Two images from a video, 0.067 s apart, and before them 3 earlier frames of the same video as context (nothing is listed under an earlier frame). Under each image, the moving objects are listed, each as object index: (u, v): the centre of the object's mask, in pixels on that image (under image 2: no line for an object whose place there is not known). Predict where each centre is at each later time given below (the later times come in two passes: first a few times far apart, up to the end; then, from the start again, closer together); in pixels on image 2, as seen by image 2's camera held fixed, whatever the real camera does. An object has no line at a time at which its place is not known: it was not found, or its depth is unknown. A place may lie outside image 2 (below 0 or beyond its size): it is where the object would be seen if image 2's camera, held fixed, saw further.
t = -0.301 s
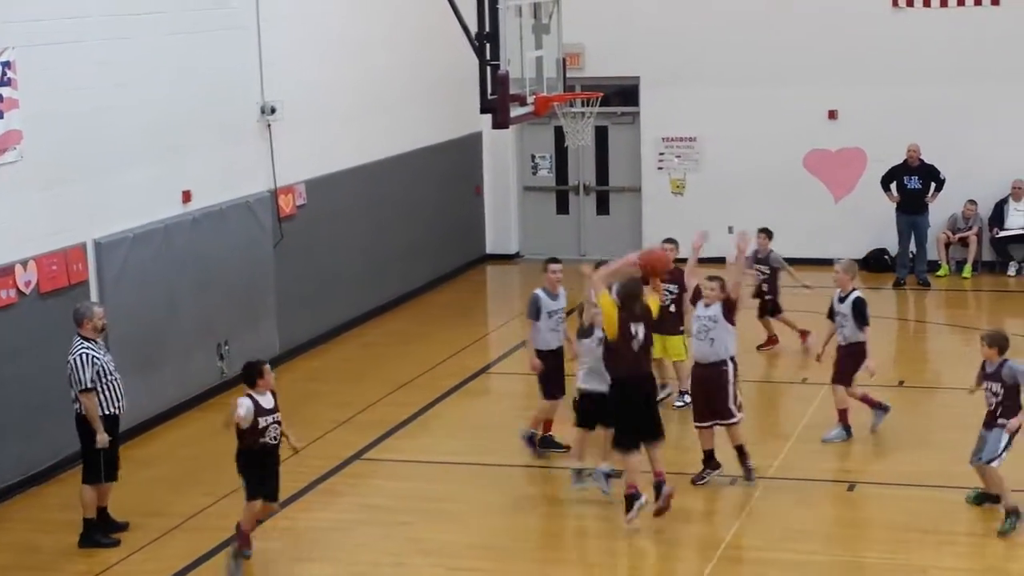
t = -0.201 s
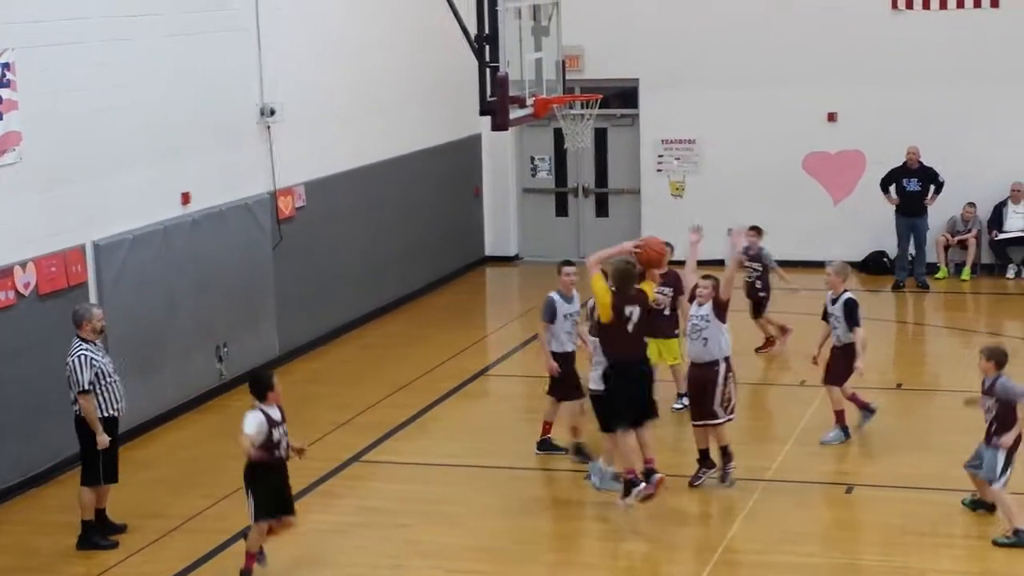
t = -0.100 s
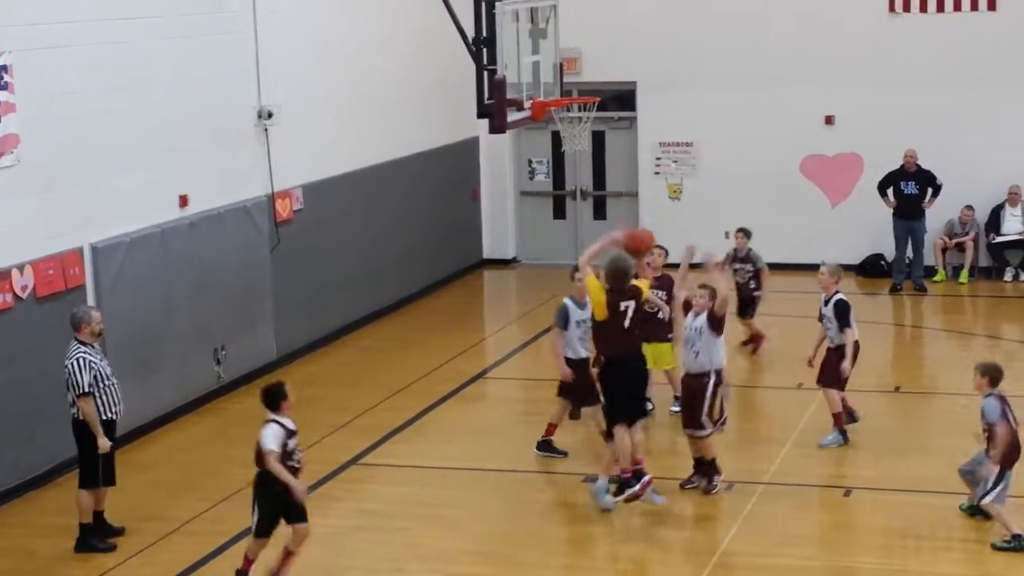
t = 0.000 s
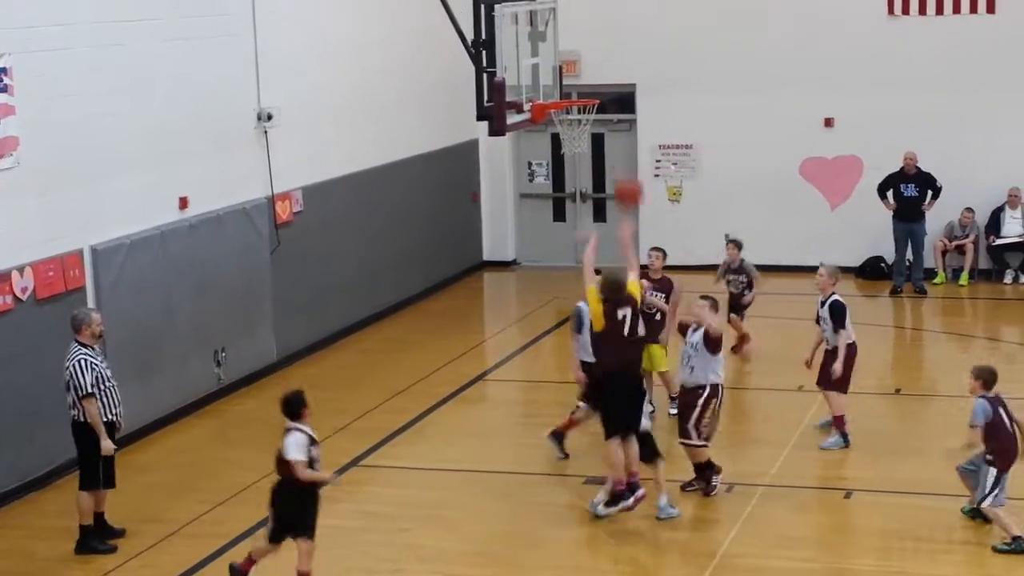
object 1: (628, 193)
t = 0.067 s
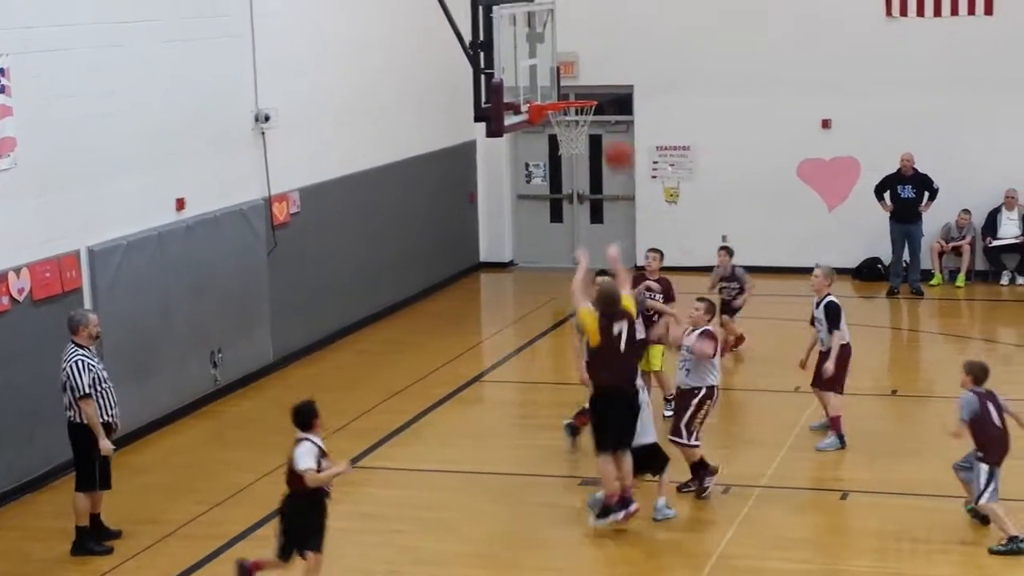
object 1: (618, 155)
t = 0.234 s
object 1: (604, 85)
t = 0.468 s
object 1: (587, 52)
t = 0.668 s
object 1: (577, 75)
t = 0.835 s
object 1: (571, 89)
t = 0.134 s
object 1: (613, 120)
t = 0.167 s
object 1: (610, 108)
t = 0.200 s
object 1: (608, 97)
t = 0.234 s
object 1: (604, 85)
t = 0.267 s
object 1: (602, 76)
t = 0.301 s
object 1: (599, 68)
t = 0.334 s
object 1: (597, 62)
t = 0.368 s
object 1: (594, 57)
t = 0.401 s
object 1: (592, 54)
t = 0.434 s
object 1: (589, 52)
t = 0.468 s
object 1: (587, 52)
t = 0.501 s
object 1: (586, 52)
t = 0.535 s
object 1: (583, 54)
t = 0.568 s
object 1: (581, 58)
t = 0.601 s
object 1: (578, 62)
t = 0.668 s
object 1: (577, 75)
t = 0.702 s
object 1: (574, 82)
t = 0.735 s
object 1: (572, 91)
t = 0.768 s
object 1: (572, 91)
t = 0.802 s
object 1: (572, 91)
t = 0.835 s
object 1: (571, 89)
